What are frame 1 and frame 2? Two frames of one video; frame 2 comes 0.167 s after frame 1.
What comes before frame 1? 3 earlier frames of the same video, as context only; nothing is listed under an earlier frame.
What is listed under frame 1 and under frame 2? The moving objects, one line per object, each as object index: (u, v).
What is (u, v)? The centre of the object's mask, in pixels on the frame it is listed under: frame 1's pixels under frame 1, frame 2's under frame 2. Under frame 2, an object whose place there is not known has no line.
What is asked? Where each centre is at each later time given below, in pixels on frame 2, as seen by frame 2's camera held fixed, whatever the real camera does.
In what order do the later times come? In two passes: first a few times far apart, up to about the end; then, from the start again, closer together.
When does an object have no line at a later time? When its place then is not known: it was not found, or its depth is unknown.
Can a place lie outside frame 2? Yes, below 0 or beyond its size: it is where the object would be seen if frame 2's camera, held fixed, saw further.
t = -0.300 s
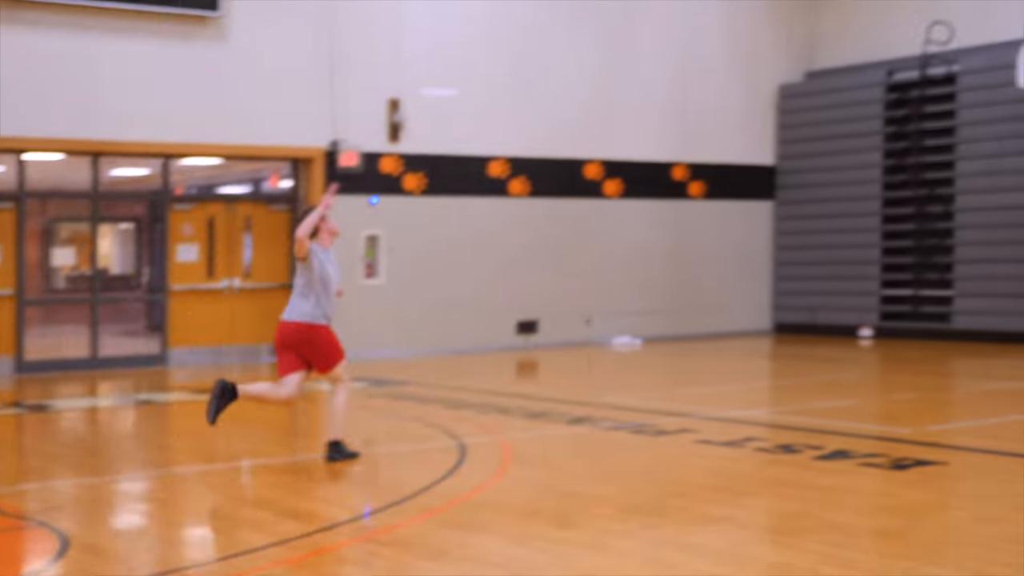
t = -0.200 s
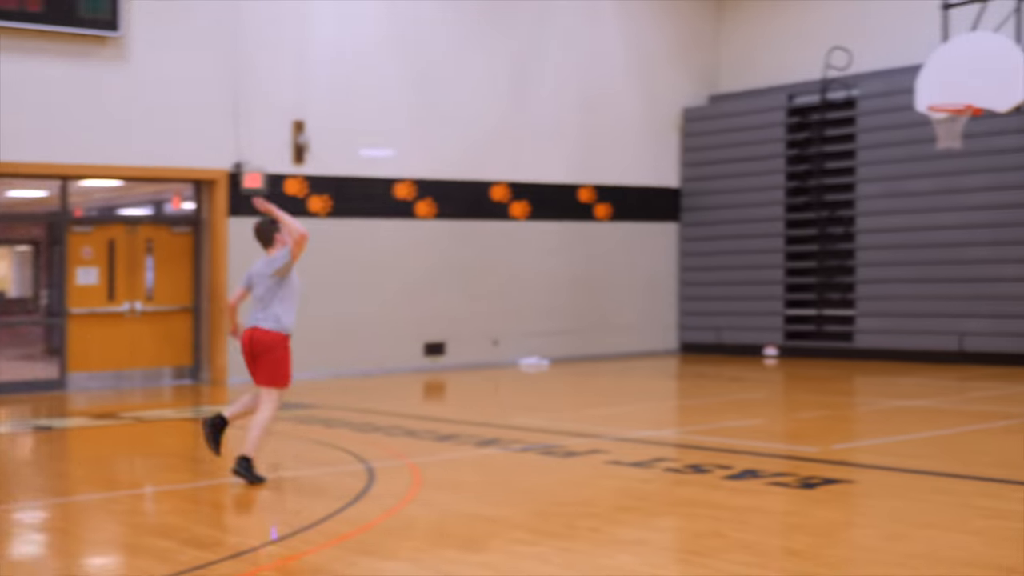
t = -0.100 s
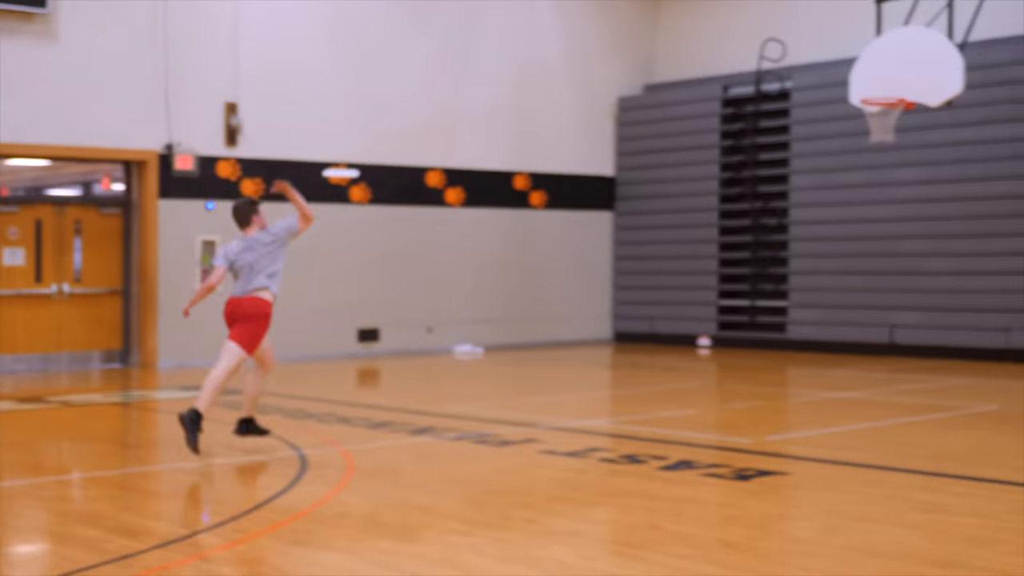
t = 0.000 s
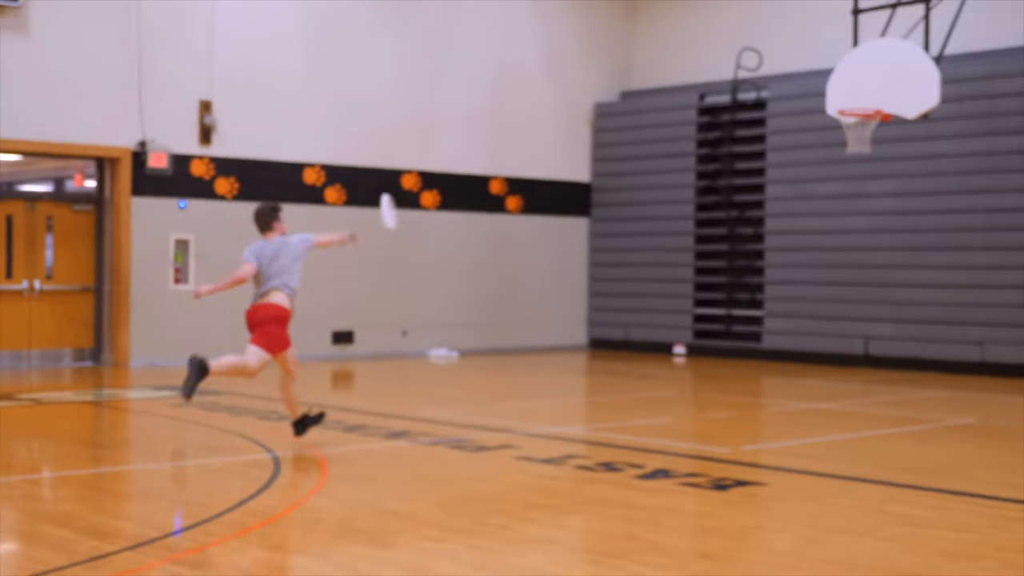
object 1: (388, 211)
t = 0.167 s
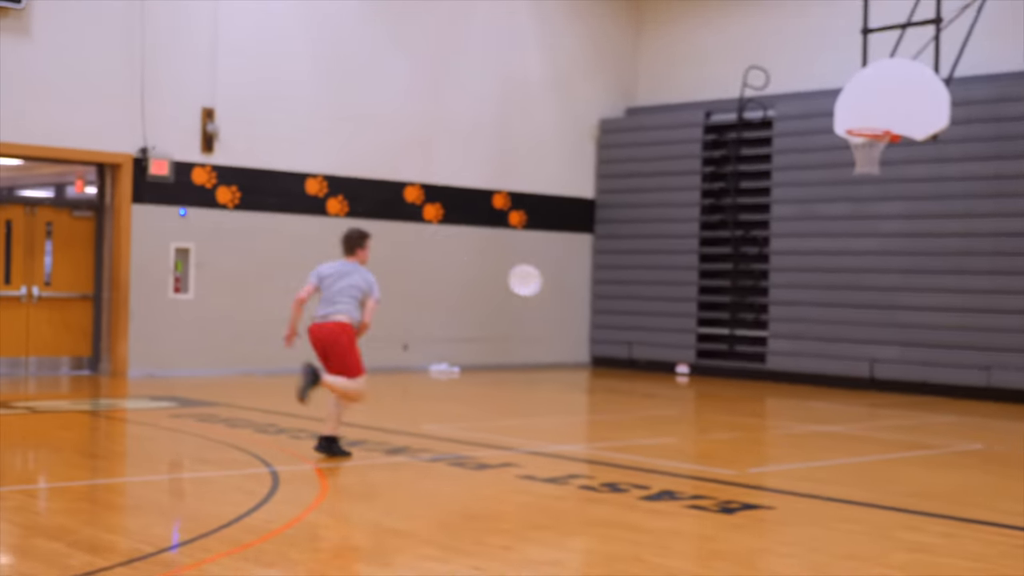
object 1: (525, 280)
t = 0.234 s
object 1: (567, 298)
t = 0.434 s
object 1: (655, 344)
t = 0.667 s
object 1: (726, 402)
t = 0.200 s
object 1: (546, 288)
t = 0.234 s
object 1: (567, 298)
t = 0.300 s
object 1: (601, 314)
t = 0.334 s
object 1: (613, 322)
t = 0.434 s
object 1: (655, 344)
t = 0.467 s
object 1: (668, 354)
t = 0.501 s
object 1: (679, 362)
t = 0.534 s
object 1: (689, 370)
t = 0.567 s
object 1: (700, 377)
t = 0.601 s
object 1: (709, 386)
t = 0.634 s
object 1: (717, 394)
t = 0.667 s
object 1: (726, 402)
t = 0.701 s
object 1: (734, 406)
